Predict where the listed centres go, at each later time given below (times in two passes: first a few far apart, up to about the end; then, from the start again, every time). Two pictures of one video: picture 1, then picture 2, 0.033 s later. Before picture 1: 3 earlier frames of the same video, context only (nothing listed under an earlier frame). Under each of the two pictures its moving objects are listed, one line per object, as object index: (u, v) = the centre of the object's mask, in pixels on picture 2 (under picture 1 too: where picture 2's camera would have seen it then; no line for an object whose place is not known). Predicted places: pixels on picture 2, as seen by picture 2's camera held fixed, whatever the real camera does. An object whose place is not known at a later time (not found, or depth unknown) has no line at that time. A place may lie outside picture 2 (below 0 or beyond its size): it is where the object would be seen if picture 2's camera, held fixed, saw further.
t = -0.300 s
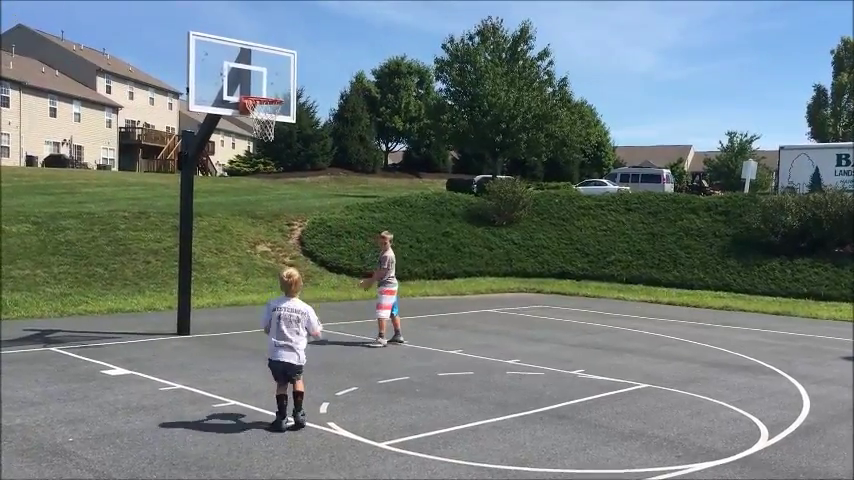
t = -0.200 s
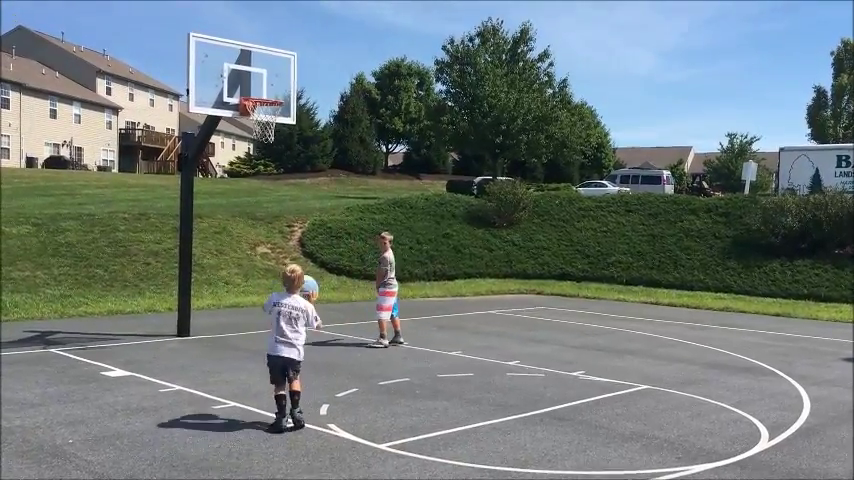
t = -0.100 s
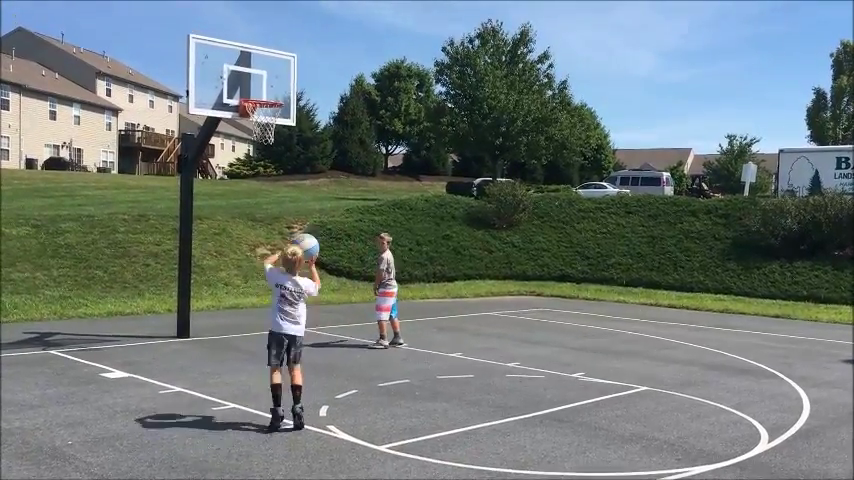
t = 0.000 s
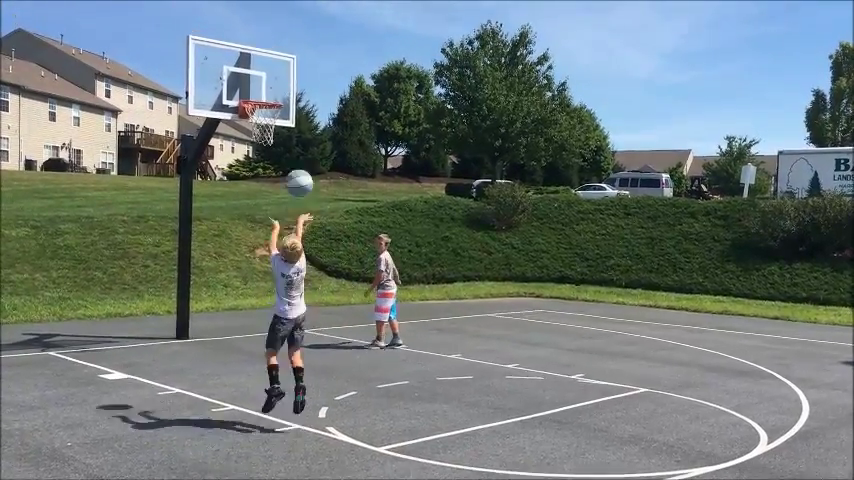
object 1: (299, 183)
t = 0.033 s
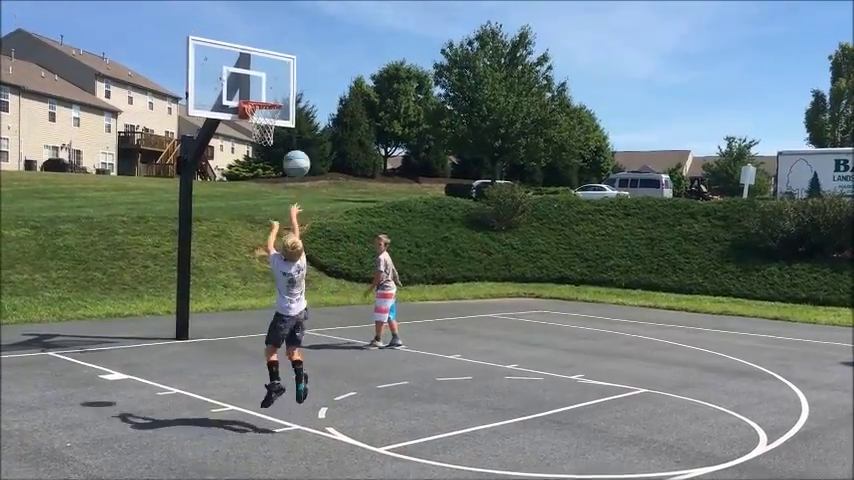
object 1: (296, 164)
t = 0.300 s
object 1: (280, 67)
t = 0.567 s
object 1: (266, 53)
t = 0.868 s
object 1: (260, 106)
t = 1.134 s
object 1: (277, 125)
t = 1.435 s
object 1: (262, 173)
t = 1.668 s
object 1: (247, 266)
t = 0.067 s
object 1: (294, 145)
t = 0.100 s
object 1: (292, 130)
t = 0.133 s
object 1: (290, 115)
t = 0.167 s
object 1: (288, 102)
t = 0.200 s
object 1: (286, 91)
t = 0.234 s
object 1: (283, 82)
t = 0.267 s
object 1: (281, 73)
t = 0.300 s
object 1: (280, 67)
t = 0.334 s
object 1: (277, 61)
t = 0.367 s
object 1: (276, 56)
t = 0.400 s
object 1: (275, 53)
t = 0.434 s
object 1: (273, 51)
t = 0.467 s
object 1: (271, 50)
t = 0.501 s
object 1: (269, 50)
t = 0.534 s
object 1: (268, 51)
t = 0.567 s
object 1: (266, 53)
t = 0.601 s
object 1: (264, 56)
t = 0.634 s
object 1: (263, 60)
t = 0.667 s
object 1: (262, 65)
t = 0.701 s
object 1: (260, 71)
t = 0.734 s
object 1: (259, 77)
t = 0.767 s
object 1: (259, 84)
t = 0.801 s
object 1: (256, 92)
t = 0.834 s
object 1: (255, 96)
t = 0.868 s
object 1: (260, 106)
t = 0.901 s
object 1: (268, 113)
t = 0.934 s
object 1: (276, 118)
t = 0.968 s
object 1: (279, 119)
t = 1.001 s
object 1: (280, 119)
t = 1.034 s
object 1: (280, 119)
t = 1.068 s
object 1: (279, 120)
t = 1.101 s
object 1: (277, 121)
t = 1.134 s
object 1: (277, 125)
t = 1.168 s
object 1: (275, 127)
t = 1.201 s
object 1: (273, 129)
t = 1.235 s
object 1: (272, 133)
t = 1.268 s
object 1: (271, 137)
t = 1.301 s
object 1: (270, 142)
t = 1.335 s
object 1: (267, 149)
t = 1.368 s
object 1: (265, 155)
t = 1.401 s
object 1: (263, 164)
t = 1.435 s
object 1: (262, 173)
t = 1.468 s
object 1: (260, 185)
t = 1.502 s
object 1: (258, 196)
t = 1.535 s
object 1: (256, 207)
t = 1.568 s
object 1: (254, 221)
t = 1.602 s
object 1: (251, 235)
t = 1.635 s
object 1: (249, 250)
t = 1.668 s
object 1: (247, 266)
